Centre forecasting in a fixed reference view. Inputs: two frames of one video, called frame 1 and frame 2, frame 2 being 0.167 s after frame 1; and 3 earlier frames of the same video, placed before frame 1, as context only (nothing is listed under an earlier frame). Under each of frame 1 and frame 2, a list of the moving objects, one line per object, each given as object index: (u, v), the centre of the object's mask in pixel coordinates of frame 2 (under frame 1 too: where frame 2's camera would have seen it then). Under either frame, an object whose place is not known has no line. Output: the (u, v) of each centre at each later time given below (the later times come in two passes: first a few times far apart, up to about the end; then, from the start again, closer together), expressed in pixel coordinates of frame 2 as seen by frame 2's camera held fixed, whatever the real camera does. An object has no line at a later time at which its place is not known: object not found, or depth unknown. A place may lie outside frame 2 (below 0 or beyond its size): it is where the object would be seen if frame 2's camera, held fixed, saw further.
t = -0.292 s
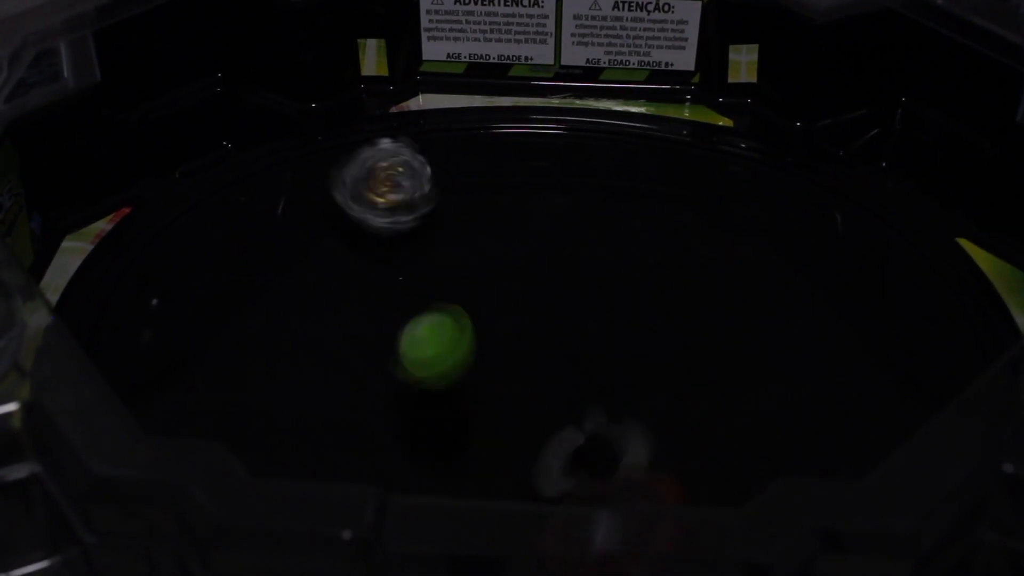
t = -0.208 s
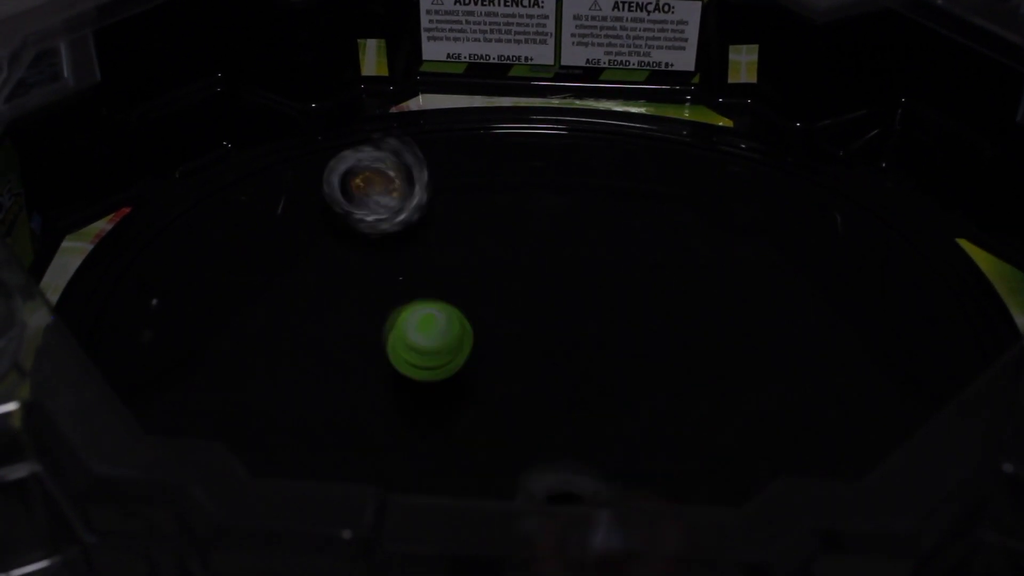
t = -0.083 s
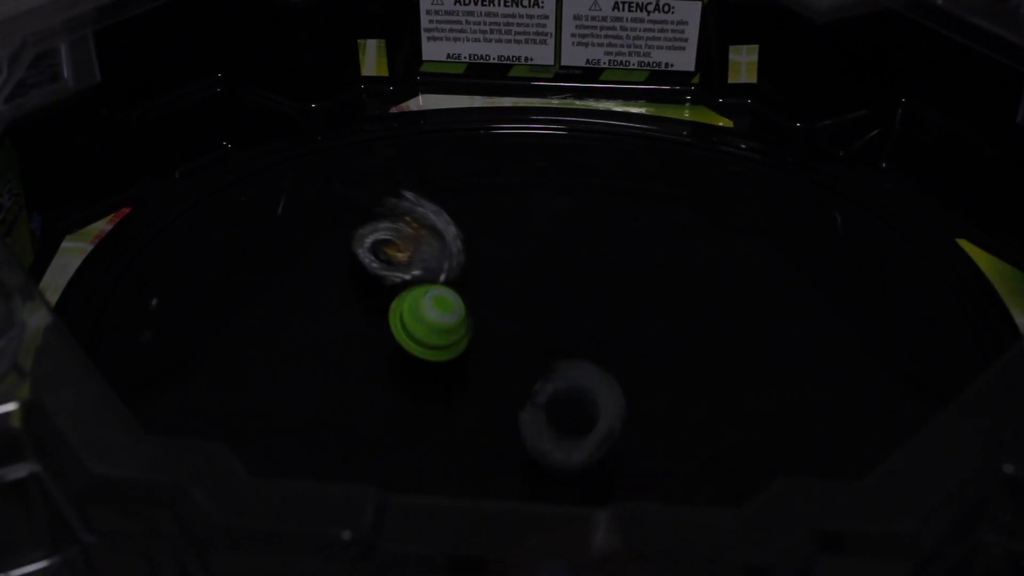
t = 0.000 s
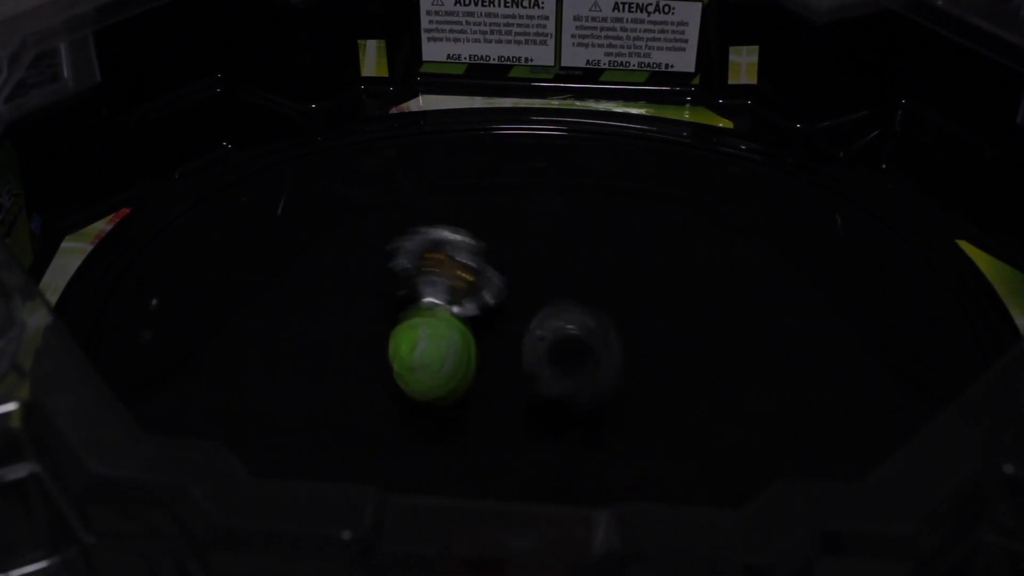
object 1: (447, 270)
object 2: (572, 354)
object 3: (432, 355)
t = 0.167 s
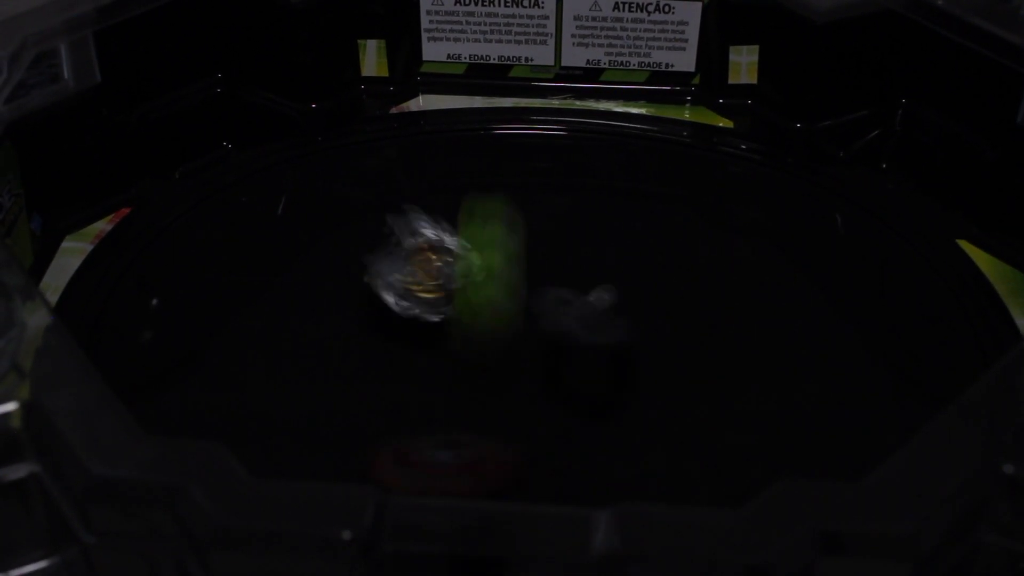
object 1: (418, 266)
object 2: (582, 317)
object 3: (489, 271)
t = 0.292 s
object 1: (330, 217)
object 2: (647, 347)
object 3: (513, 63)
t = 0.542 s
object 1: (344, 244)
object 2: (625, 365)
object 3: (559, 341)
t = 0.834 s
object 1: (557, 280)
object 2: (611, 371)
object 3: (437, 497)
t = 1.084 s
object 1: (578, 282)
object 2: (610, 376)
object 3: (457, 440)
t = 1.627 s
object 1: (723, 325)
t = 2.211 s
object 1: (662, 372)
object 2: (526, 465)
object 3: (207, 217)
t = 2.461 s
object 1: (659, 371)
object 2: (556, 472)
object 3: (326, 289)
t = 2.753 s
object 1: (658, 372)
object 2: (567, 467)
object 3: (368, 175)
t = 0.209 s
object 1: (390, 236)
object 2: (617, 316)
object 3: (495, 157)
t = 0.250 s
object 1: (347, 217)
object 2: (639, 334)
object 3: (501, 71)
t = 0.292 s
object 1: (330, 217)
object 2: (647, 347)
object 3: (513, 63)
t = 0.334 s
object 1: (318, 217)
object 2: (648, 348)
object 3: (525, 97)
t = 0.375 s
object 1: (317, 220)
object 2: (646, 350)
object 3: (540, 152)
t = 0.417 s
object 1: (321, 225)
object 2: (636, 357)
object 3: (551, 213)
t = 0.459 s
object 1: (328, 226)
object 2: (628, 359)
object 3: (563, 263)
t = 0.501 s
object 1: (335, 237)
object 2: (622, 362)
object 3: (568, 305)
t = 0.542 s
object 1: (344, 244)
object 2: (625, 365)
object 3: (559, 341)
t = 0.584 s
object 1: (358, 242)
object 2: (617, 367)
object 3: (538, 400)
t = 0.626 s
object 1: (377, 240)
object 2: (614, 368)
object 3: (519, 422)
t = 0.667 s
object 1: (409, 247)
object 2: (613, 369)
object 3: (491, 439)
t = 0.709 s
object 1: (455, 249)
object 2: (612, 369)
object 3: (468, 462)
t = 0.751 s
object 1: (488, 256)
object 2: (612, 369)
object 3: (450, 486)
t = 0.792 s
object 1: (529, 276)
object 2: (611, 370)
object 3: (439, 497)
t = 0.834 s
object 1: (557, 280)
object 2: (611, 371)
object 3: (437, 497)
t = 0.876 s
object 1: (572, 278)
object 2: (612, 375)
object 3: (435, 495)
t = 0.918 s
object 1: (576, 277)
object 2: (611, 376)
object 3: (438, 474)
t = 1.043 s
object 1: (576, 280)
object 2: (610, 375)
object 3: (449, 451)
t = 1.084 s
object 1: (578, 282)
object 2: (610, 376)
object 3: (457, 440)
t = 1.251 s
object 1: (666, 286)
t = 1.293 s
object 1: (677, 291)
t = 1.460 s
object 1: (707, 295)
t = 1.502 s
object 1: (724, 306)
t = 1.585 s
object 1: (729, 321)
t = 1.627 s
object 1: (723, 325)
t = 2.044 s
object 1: (663, 373)
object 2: (525, 468)
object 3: (302, 274)
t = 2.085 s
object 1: (661, 371)
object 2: (525, 465)
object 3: (266, 250)
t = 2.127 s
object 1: (662, 373)
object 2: (526, 465)
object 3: (234, 231)
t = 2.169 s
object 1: (663, 374)
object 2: (526, 465)
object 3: (219, 219)
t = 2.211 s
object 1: (662, 372)
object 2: (526, 465)
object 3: (207, 217)
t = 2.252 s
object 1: (660, 371)
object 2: (526, 465)
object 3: (207, 221)
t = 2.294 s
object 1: (661, 373)
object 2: (527, 466)
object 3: (217, 221)
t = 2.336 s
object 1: (662, 373)
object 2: (528, 467)
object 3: (235, 234)
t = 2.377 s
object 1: (662, 373)
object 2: (532, 470)
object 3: (261, 250)
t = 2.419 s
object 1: (661, 372)
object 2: (539, 470)
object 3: (284, 266)
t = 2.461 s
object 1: (659, 371)
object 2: (556, 472)
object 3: (326, 289)
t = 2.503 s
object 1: (660, 372)
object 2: (565, 473)
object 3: (369, 315)
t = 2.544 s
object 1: (660, 373)
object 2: (568, 472)
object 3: (389, 325)
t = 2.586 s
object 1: (660, 373)
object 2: (568, 471)
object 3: (389, 285)
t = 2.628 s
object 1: (659, 372)
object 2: (568, 470)
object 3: (376, 250)
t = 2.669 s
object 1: (658, 371)
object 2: (568, 469)
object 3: (366, 222)
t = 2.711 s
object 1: (657, 371)
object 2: (567, 468)
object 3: (366, 193)
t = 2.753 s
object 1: (658, 372)
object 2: (567, 467)
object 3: (368, 175)
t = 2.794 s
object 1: (659, 372)
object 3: (375, 168)
